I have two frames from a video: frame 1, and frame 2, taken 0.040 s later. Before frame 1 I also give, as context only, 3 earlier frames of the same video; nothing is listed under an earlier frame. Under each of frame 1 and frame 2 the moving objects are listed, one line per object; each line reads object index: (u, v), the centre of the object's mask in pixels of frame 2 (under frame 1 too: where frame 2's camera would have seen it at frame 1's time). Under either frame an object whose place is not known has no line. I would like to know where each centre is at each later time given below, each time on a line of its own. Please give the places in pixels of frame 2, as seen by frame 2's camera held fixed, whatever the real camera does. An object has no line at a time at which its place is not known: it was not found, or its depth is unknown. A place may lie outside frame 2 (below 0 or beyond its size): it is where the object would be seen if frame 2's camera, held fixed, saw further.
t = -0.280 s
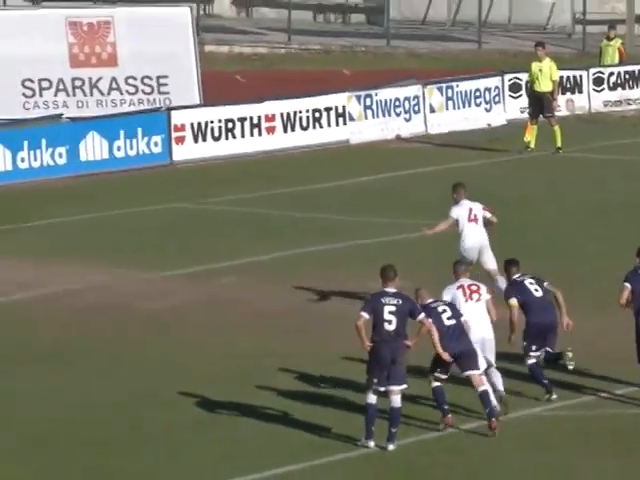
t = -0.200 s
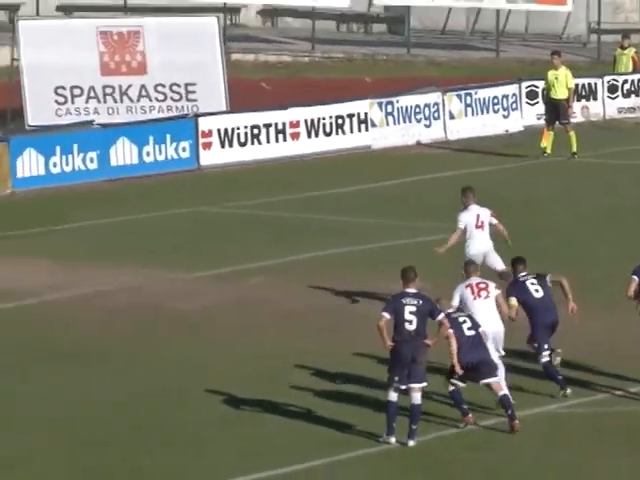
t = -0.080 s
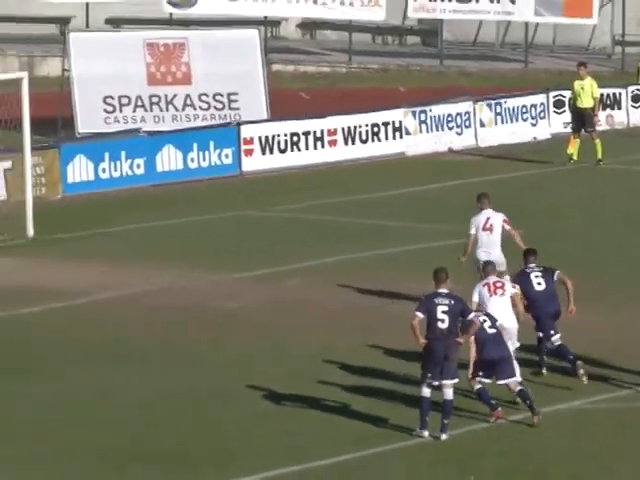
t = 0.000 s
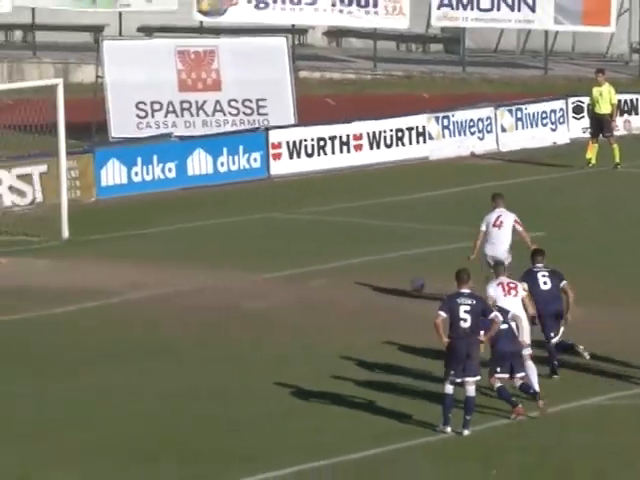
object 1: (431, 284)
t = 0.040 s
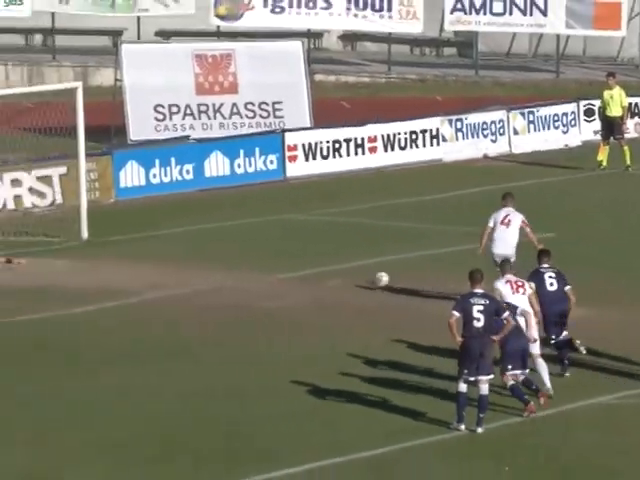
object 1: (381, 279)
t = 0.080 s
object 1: (332, 277)
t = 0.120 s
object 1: (287, 270)
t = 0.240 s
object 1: (166, 245)
